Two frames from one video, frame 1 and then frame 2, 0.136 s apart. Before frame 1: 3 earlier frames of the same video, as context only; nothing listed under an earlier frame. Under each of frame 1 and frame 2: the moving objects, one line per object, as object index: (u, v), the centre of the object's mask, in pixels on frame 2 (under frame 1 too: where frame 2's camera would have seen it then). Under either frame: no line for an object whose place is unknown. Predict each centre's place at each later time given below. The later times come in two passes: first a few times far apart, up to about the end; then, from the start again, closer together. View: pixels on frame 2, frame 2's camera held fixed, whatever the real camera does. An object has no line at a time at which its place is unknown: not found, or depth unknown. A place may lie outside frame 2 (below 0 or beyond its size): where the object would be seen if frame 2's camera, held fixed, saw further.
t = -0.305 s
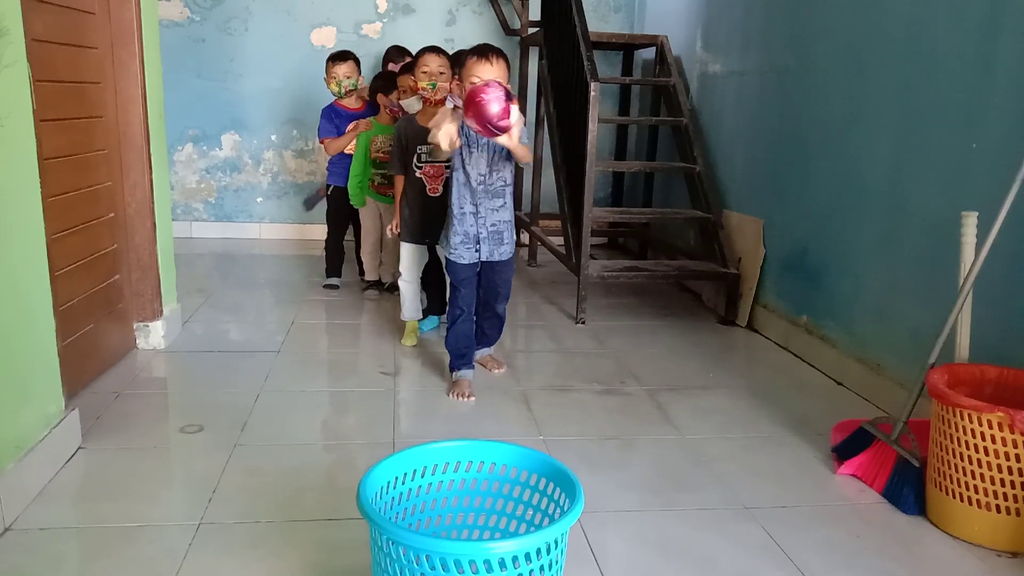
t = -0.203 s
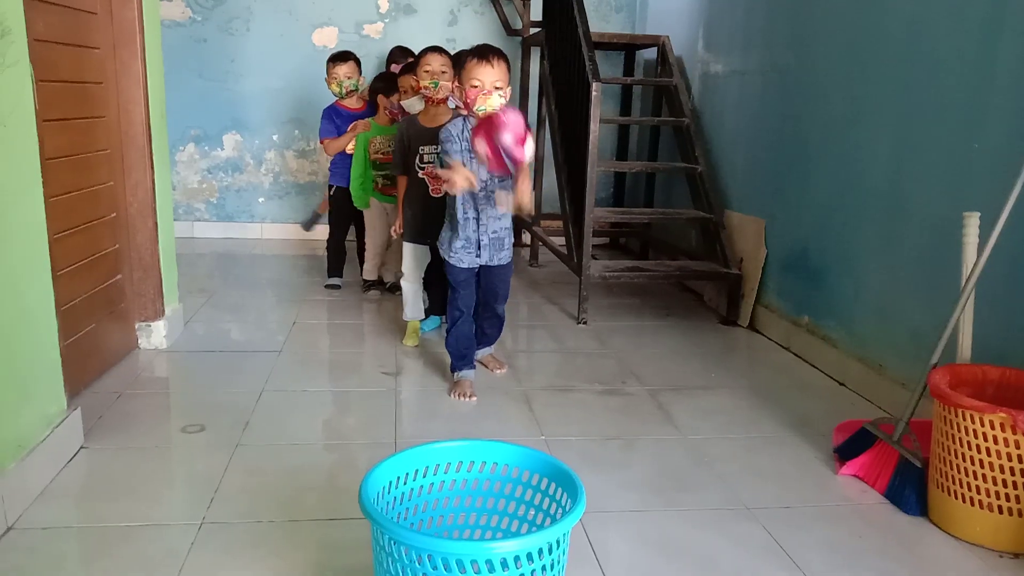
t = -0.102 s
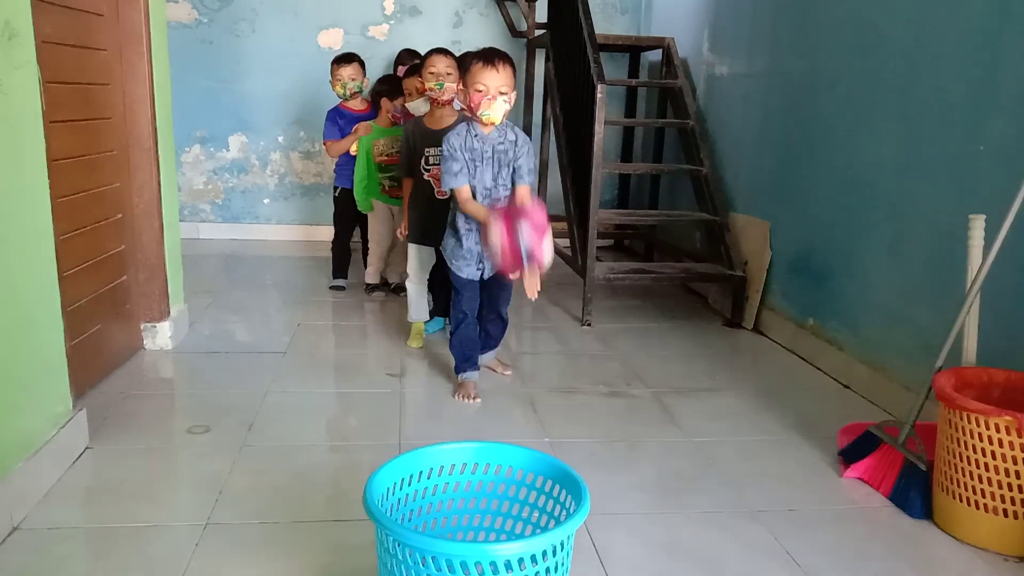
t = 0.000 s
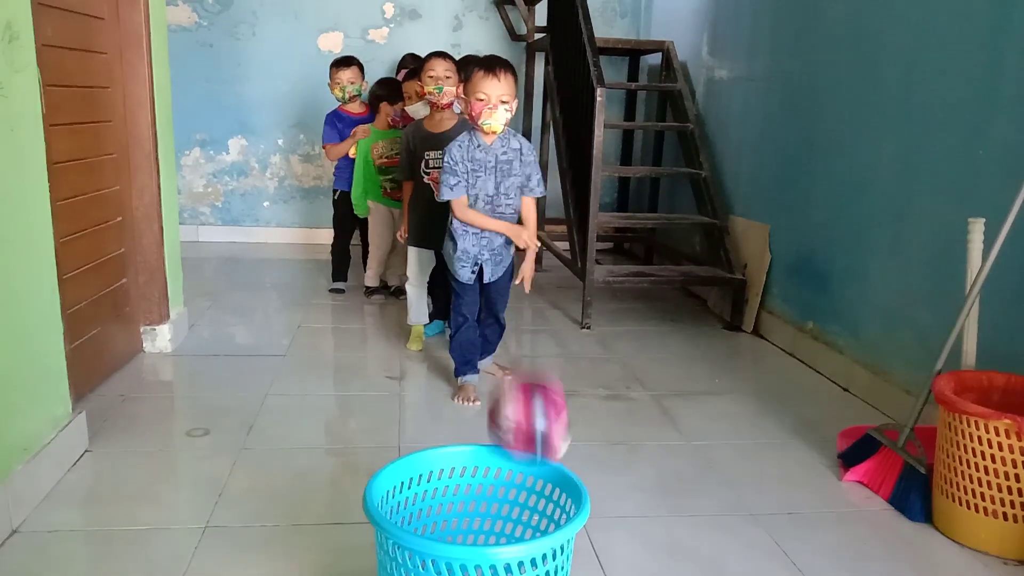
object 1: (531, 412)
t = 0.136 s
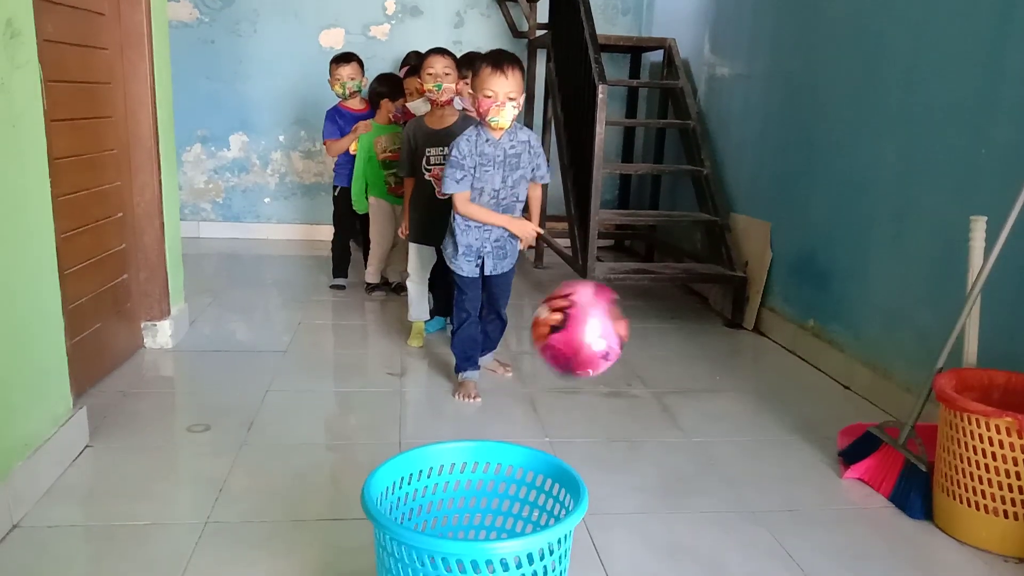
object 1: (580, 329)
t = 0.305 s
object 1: (650, 336)
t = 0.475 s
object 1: (724, 549)
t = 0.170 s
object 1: (593, 316)
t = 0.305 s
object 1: (650, 336)
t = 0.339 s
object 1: (666, 362)
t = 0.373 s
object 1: (682, 401)
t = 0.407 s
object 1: (698, 448)
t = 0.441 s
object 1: (714, 510)
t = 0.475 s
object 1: (724, 549)
